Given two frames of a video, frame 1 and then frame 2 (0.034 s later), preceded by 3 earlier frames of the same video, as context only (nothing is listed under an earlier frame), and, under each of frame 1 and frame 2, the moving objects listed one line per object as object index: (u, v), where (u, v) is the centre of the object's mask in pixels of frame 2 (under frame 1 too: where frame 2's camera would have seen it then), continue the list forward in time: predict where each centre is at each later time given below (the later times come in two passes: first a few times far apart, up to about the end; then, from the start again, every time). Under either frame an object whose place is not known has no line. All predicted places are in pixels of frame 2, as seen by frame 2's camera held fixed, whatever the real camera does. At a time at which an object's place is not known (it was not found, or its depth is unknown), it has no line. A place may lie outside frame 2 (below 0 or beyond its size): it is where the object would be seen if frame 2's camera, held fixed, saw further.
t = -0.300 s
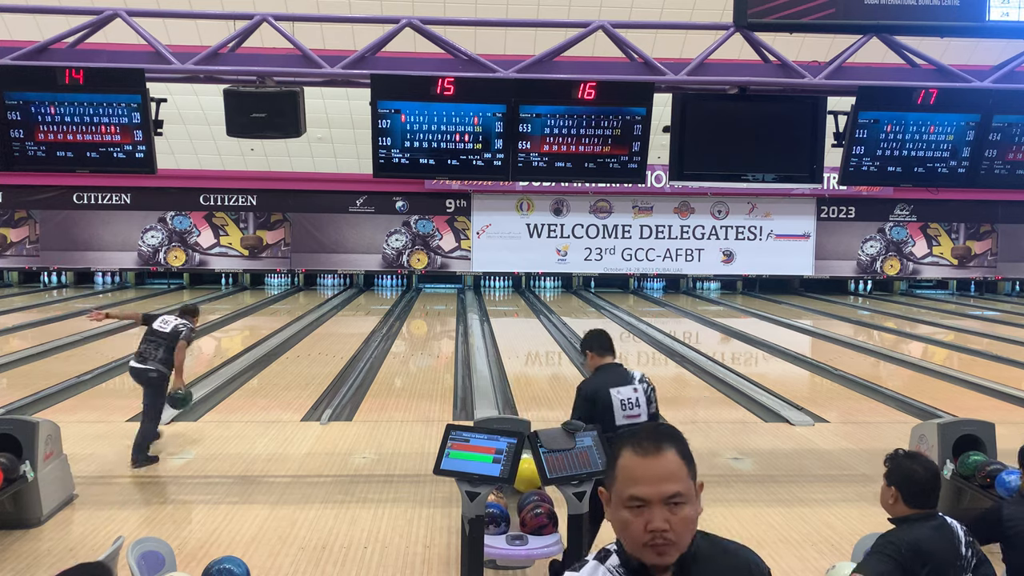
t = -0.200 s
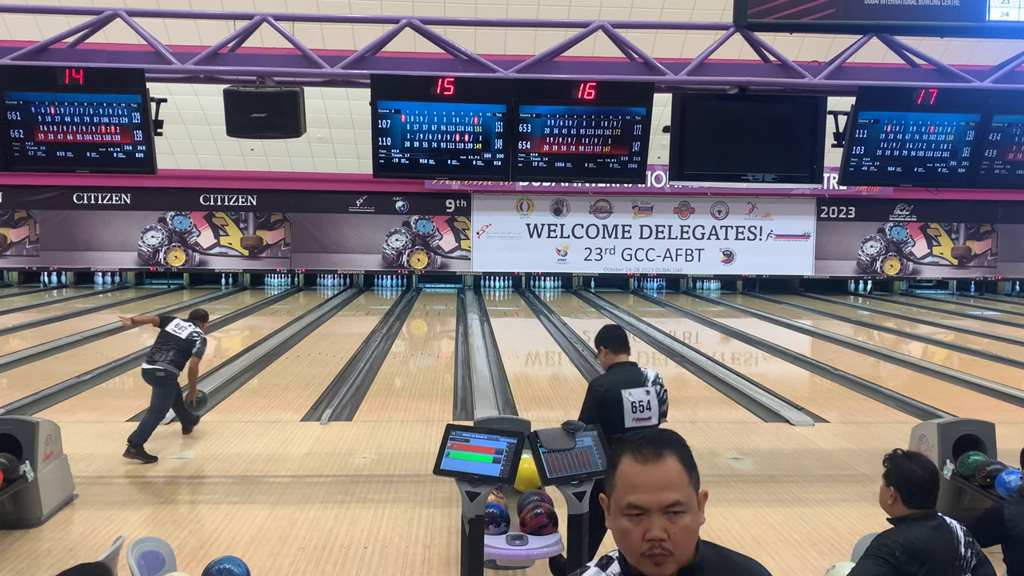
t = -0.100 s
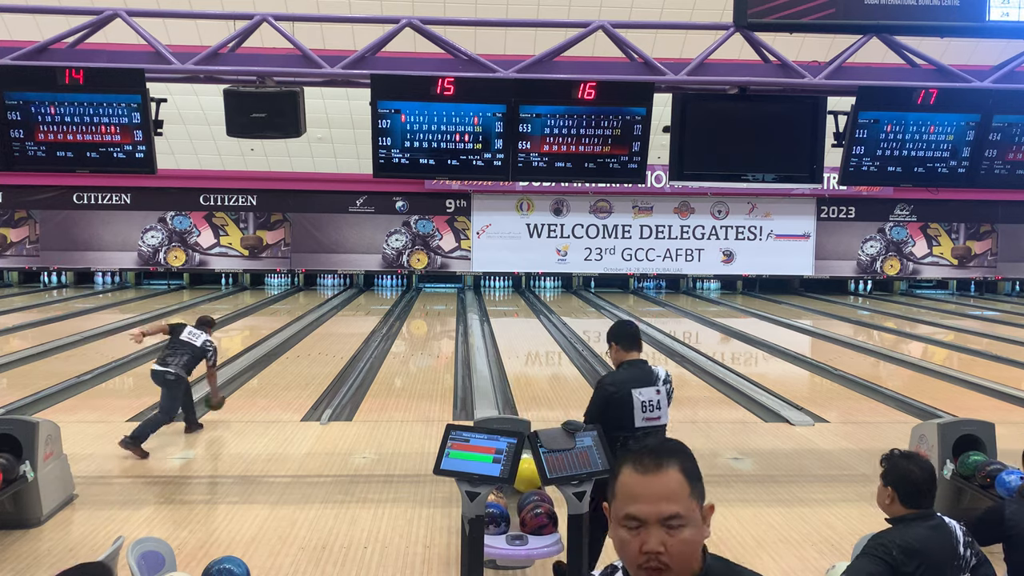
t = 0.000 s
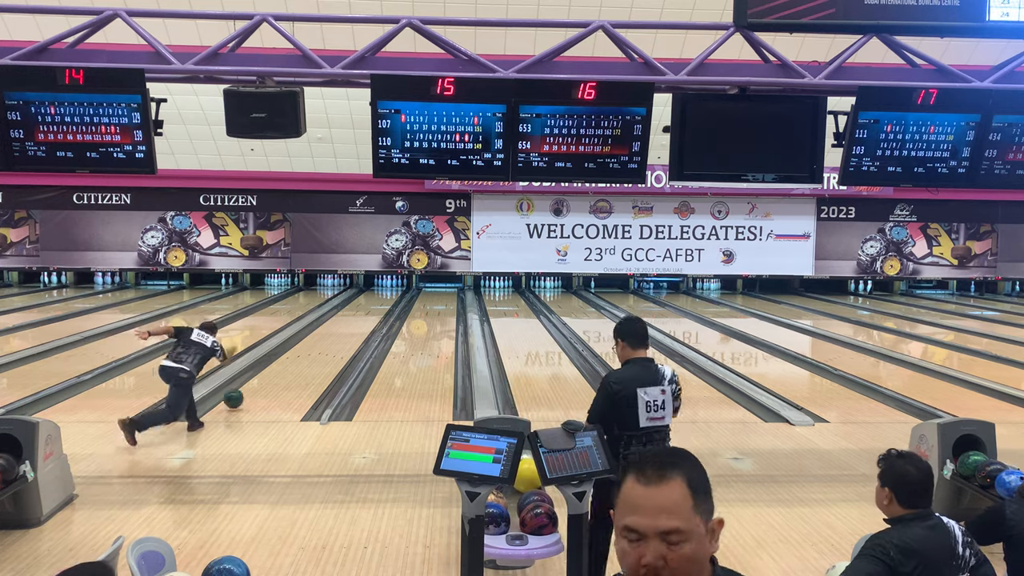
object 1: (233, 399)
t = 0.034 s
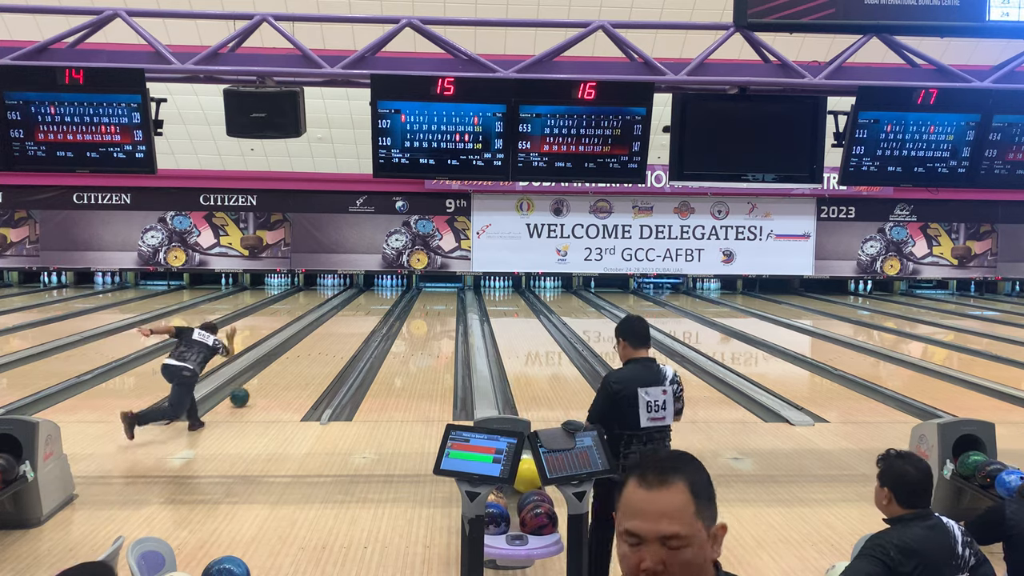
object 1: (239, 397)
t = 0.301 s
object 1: (278, 372)
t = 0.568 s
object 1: (307, 353)
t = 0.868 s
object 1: (332, 337)
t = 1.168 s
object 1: (351, 324)
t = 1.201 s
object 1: (353, 323)
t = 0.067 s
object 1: (245, 392)
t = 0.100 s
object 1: (250, 389)
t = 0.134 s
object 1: (255, 386)
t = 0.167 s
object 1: (260, 383)
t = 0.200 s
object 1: (265, 380)
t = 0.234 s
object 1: (269, 377)
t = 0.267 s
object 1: (274, 375)
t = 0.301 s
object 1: (278, 372)
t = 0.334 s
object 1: (282, 369)
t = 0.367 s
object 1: (286, 366)
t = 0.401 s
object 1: (290, 364)
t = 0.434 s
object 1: (294, 362)
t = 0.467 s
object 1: (297, 359)
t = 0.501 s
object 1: (301, 357)
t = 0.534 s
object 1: (304, 355)
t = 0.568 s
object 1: (307, 353)
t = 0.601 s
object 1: (311, 351)
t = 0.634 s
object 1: (314, 349)
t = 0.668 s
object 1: (316, 347)
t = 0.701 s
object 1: (319, 345)
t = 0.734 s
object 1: (322, 343)
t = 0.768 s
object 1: (325, 341)
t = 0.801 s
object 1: (327, 340)
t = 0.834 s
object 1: (330, 338)
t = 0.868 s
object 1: (332, 337)
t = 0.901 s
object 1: (335, 335)
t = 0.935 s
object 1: (337, 334)
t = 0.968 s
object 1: (339, 332)
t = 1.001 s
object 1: (341, 330)
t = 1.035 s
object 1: (343, 329)
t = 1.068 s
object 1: (345, 328)
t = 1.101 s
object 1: (347, 326)
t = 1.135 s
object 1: (349, 325)
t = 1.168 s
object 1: (351, 324)
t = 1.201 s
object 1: (353, 323)
